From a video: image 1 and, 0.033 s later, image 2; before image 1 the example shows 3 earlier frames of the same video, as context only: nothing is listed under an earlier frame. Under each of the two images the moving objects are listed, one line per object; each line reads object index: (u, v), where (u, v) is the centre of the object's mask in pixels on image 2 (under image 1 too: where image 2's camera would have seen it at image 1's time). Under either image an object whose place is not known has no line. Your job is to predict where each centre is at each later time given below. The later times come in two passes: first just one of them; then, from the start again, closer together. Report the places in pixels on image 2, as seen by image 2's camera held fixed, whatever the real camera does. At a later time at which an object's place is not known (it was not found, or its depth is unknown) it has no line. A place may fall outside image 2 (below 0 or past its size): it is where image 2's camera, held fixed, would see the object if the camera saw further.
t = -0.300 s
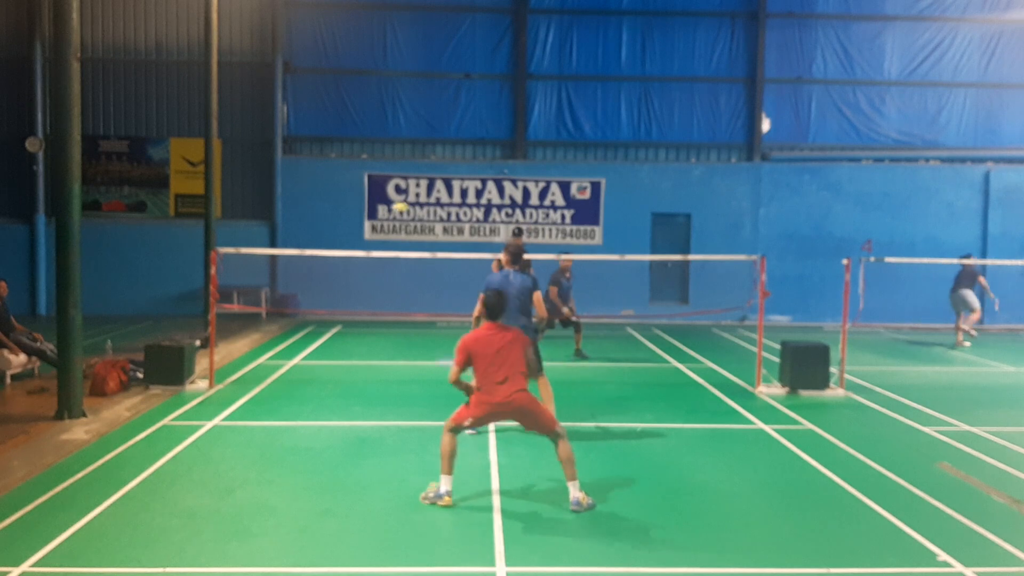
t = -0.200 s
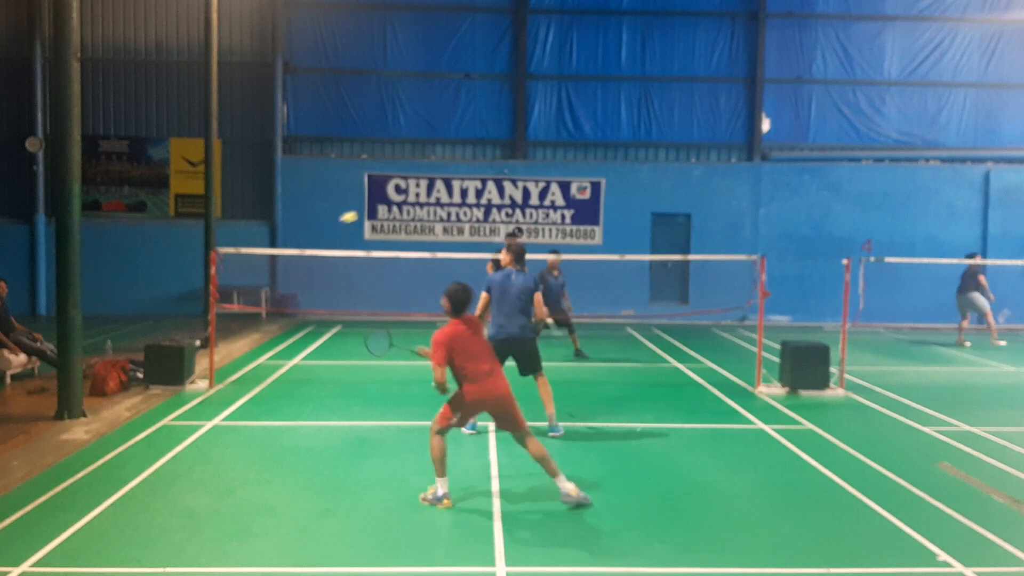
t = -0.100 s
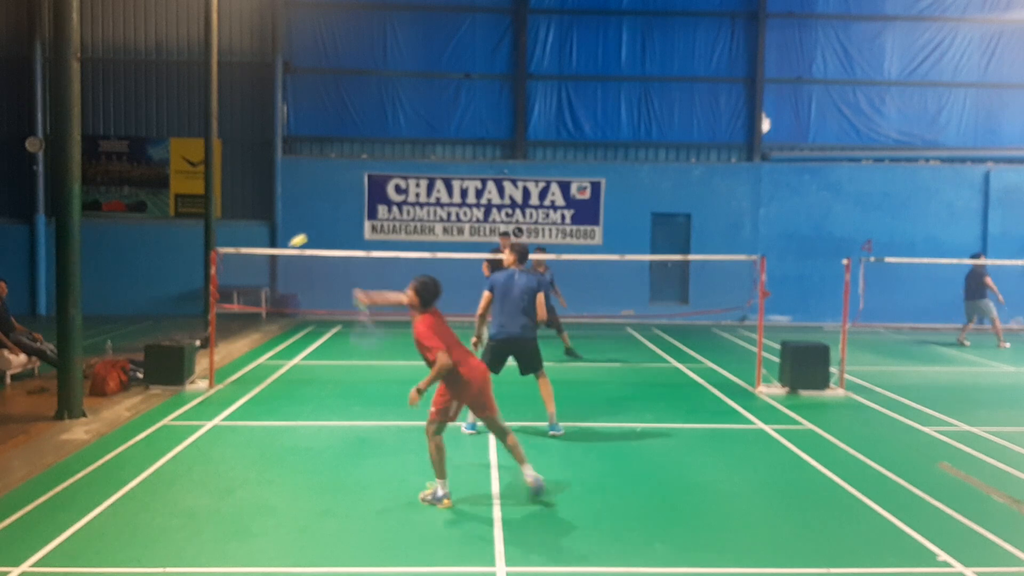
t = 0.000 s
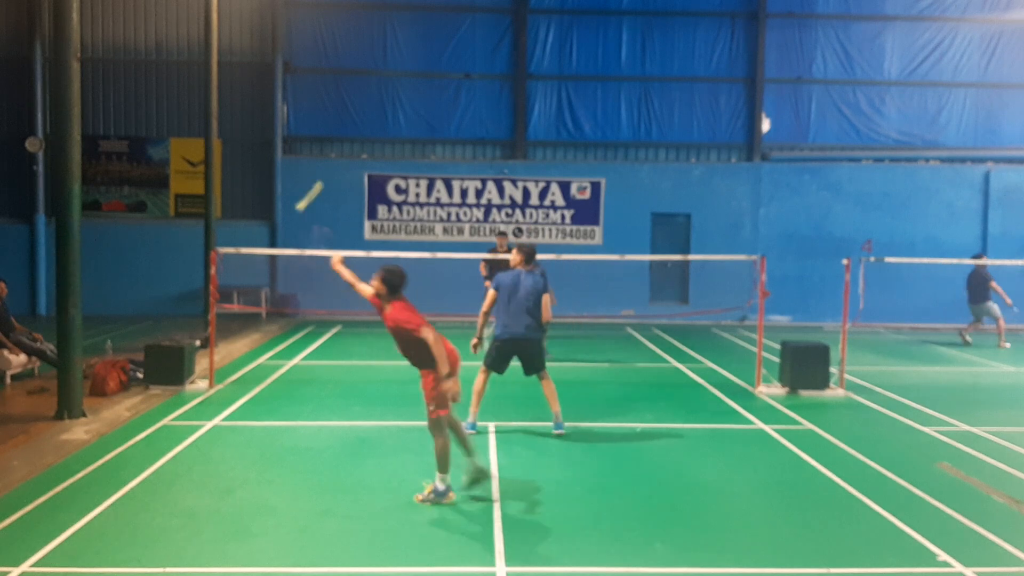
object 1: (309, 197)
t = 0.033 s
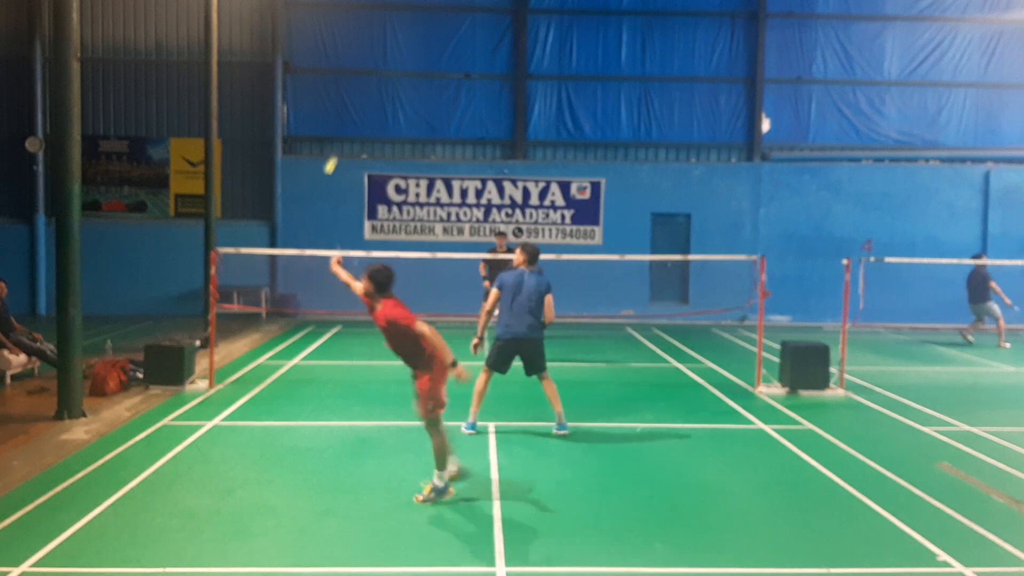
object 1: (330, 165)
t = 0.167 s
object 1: (375, 107)
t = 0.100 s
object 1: (358, 127)
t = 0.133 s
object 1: (367, 117)
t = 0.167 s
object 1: (375, 107)
